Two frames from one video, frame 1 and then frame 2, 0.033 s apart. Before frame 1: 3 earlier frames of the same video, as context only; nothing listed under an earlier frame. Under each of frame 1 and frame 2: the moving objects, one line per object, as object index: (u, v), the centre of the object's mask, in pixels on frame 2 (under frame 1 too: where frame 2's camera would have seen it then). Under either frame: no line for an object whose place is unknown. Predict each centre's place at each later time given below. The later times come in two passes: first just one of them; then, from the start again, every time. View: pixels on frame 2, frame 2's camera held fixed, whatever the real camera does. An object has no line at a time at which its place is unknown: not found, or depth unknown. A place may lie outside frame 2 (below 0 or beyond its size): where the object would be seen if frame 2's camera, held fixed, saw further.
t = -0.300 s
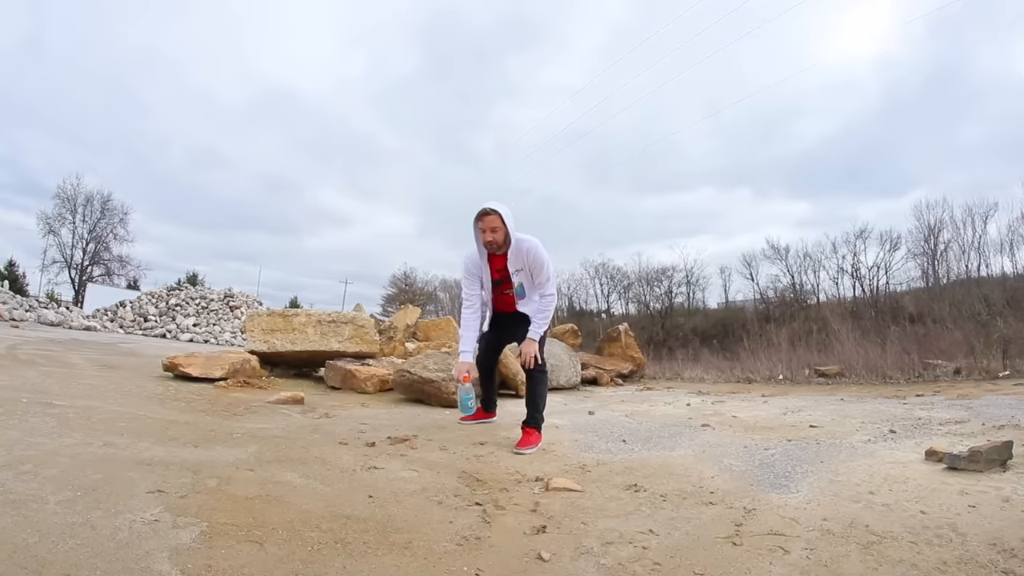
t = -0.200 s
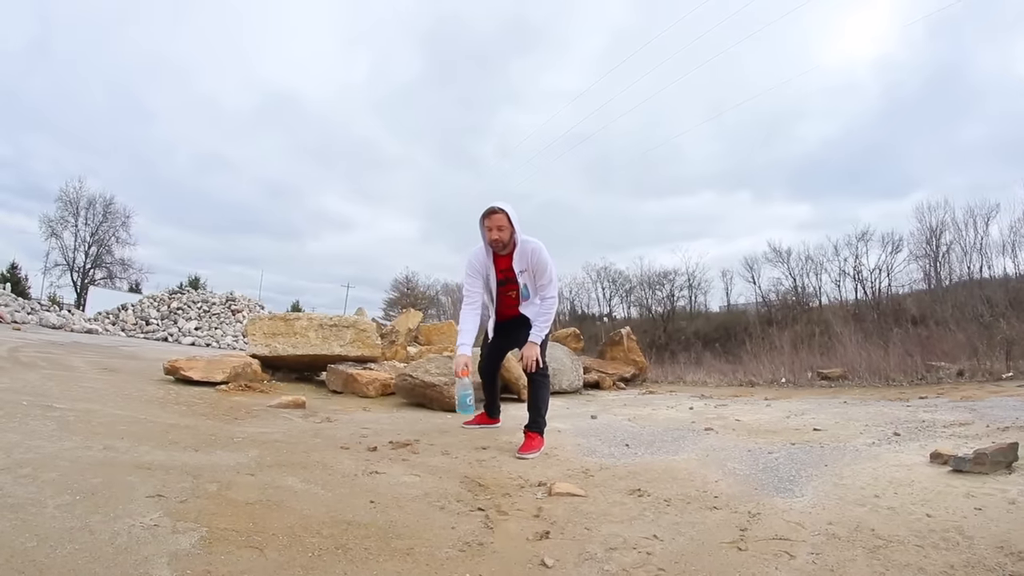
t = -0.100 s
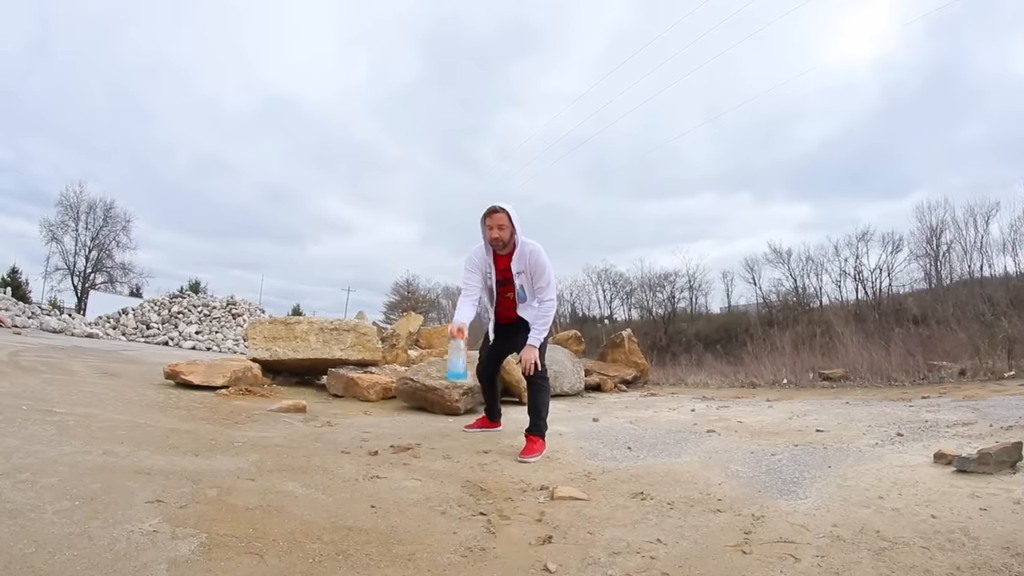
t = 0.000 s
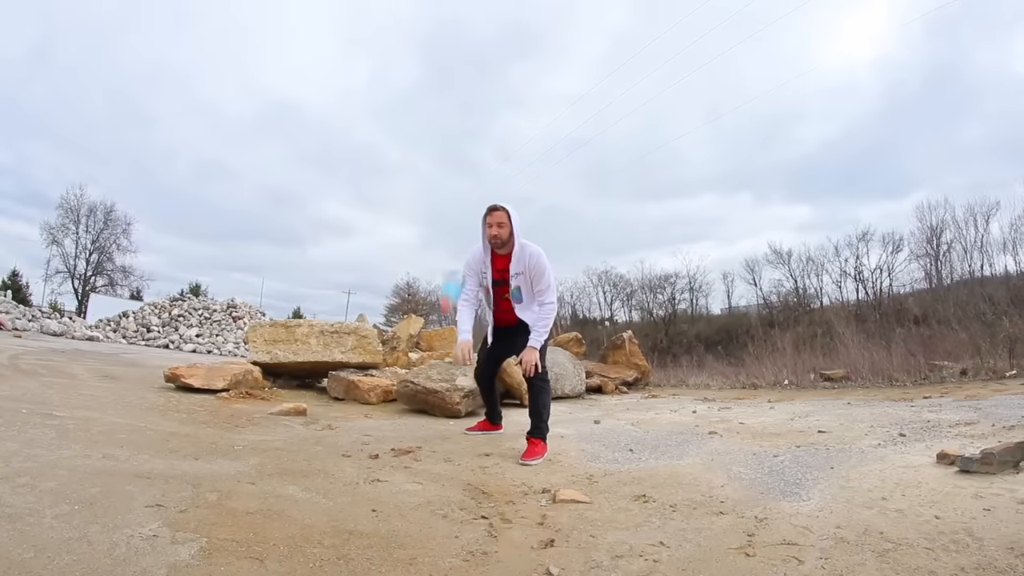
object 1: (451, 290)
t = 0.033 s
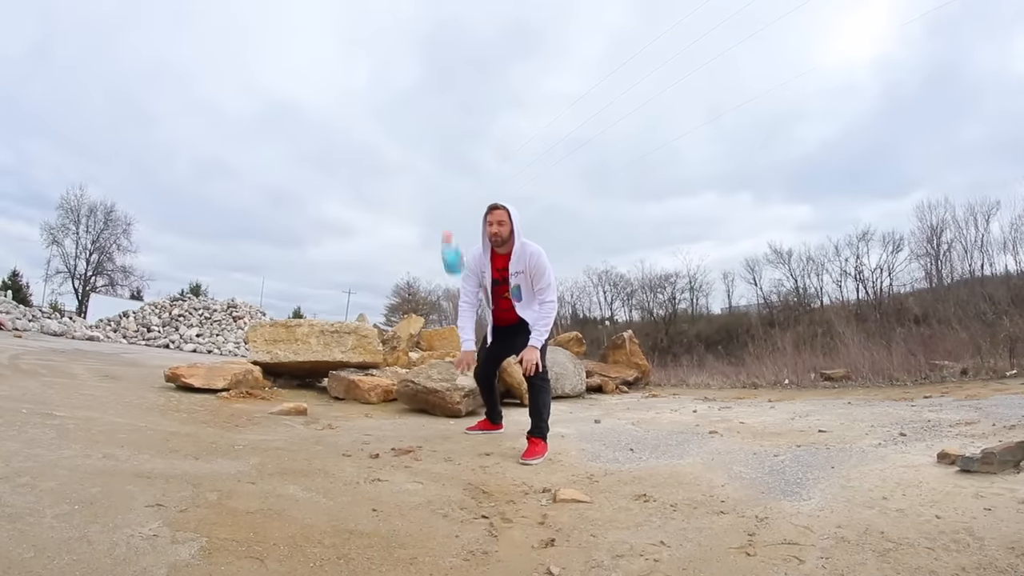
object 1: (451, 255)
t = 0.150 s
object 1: (451, 200)
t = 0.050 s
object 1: (452, 243)
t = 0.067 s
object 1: (453, 233)
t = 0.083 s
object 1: (453, 226)
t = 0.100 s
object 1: (452, 220)
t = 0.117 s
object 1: (450, 213)
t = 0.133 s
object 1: (451, 204)
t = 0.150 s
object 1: (451, 200)
